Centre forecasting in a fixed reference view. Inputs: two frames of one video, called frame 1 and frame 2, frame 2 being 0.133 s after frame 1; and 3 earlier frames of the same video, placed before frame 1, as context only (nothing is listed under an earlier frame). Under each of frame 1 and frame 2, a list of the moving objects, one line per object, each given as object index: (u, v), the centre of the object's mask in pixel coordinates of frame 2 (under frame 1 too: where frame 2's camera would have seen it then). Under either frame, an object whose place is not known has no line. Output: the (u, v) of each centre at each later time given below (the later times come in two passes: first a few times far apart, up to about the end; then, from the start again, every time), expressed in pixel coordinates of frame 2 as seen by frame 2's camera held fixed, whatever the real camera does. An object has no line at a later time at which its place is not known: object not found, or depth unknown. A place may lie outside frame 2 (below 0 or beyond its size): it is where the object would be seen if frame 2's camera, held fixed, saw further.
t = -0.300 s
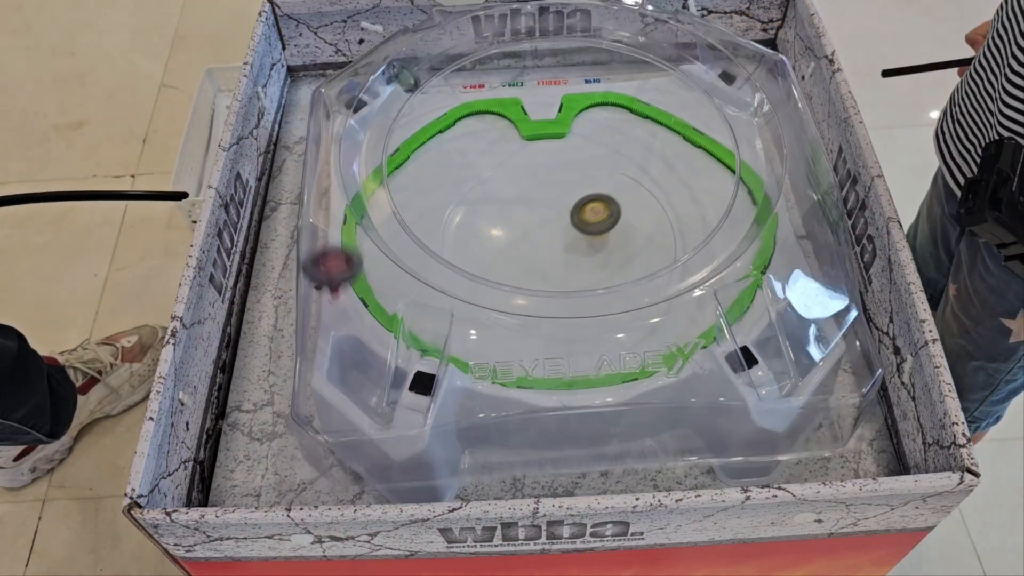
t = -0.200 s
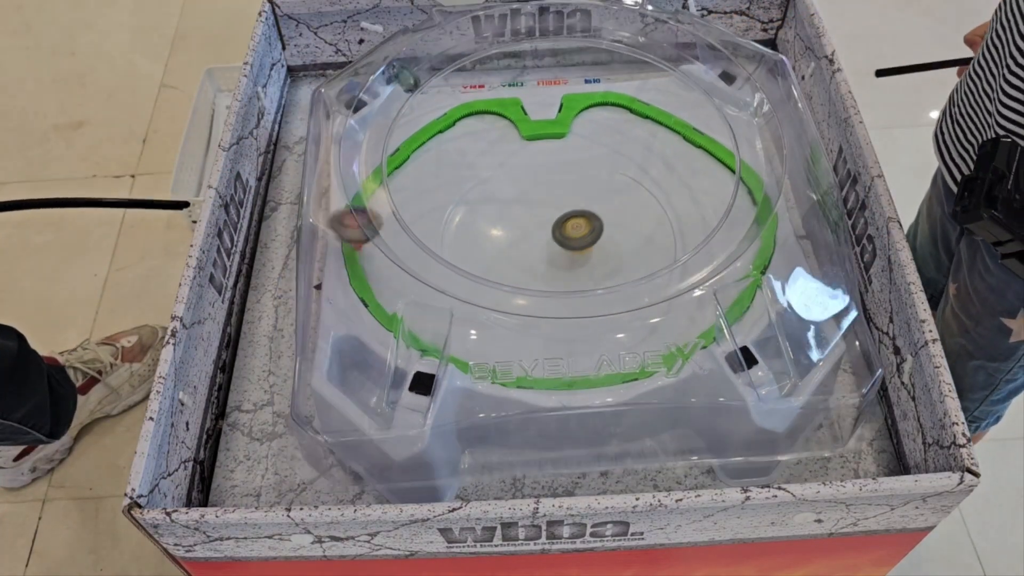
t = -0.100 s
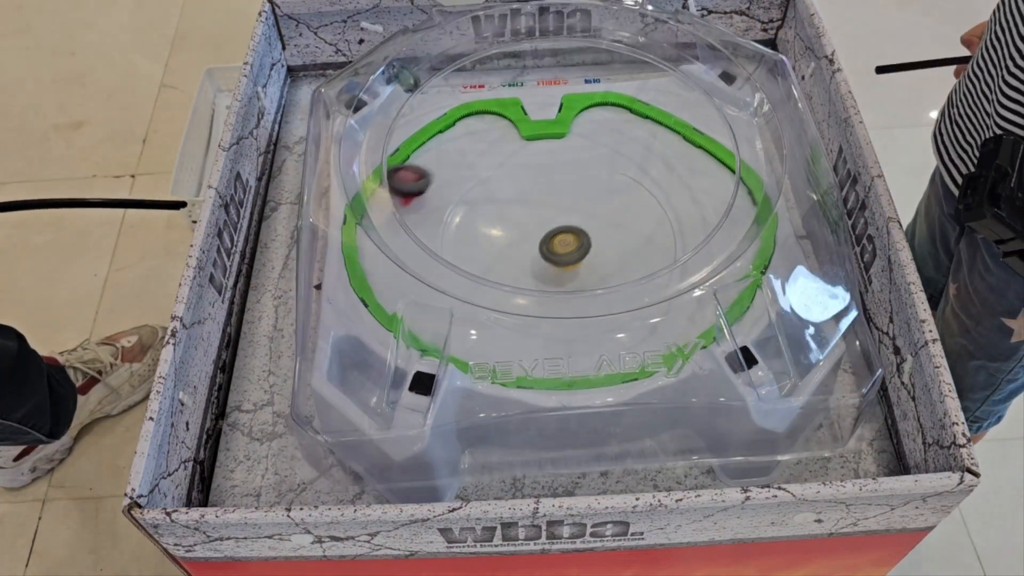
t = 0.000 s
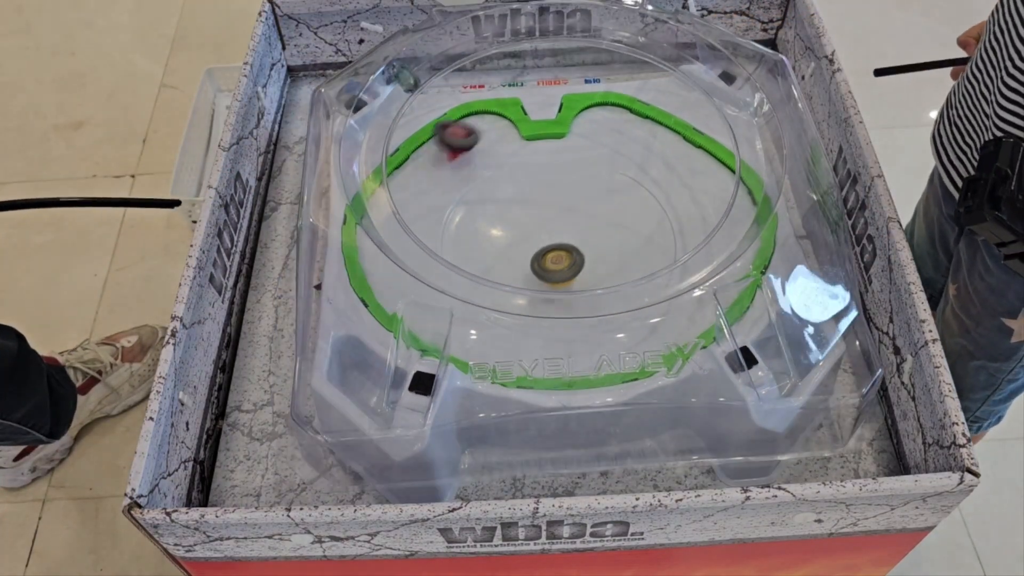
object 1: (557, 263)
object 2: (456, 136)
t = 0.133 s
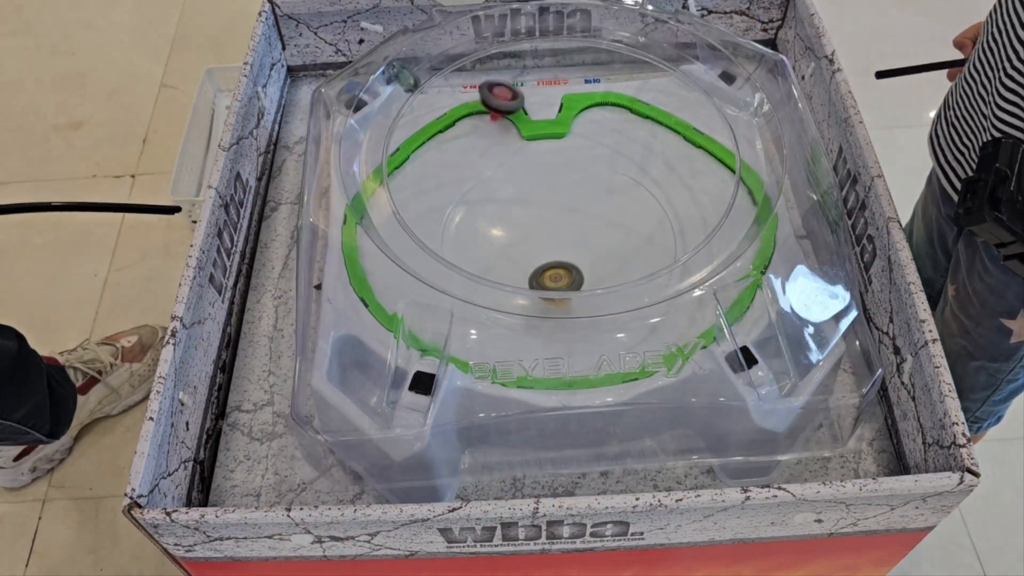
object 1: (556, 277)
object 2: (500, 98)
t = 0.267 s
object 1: (558, 290)
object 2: (481, 131)
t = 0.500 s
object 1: (562, 285)
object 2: (450, 171)
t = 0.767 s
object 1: (546, 256)
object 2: (442, 144)
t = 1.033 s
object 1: (515, 224)
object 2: (492, 113)
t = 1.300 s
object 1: (496, 207)
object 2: (496, 115)
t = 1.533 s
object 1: (508, 206)
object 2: (503, 111)
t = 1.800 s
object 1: (545, 203)
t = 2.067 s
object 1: (699, 316)
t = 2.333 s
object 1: (444, 108)
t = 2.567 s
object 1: (376, 239)
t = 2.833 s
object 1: (539, 296)
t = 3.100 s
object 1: (630, 239)
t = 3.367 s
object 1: (604, 95)
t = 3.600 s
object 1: (636, 152)
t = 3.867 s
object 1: (596, 268)
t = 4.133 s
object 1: (545, 304)
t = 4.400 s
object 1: (588, 242)
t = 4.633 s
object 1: (607, 240)
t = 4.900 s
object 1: (585, 270)
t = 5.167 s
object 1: (537, 263)
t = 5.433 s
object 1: (527, 222)
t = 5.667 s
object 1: (519, 195)
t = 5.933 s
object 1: (557, 217)
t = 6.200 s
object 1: (483, 186)
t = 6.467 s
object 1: (475, 190)
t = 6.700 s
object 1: (500, 207)
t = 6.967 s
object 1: (538, 238)
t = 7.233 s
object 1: (545, 272)
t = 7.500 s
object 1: (529, 274)
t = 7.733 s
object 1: (536, 258)
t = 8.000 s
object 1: (575, 246)
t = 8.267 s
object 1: (592, 265)
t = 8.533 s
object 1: (575, 273)
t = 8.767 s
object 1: (559, 268)
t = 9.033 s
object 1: (479, 303)
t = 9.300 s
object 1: (524, 249)
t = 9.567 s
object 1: (573, 223)
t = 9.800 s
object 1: (589, 237)
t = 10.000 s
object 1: (573, 257)
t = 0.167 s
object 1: (556, 279)
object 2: (497, 102)
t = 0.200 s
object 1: (557, 286)
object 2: (493, 113)
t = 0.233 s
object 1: (557, 289)
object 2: (487, 121)
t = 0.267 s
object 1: (558, 290)
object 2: (481, 131)
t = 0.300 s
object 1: (559, 292)
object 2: (476, 138)
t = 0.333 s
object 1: (560, 292)
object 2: (470, 146)
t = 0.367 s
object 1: (561, 292)
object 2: (465, 153)
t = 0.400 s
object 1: (561, 292)
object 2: (461, 159)
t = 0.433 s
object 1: (562, 290)
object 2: (457, 164)
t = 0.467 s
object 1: (562, 287)
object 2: (453, 168)
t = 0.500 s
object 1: (562, 285)
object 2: (450, 171)
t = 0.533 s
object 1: (562, 279)
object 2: (447, 172)
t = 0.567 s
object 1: (561, 277)
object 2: (445, 172)
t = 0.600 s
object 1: (560, 275)
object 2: (443, 171)
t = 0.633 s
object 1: (558, 273)
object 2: (442, 168)
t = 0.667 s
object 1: (555, 269)
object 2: (442, 164)
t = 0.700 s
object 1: (553, 265)
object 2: (442, 159)
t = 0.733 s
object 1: (549, 261)
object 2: (442, 152)
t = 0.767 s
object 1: (546, 256)
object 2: (442, 144)
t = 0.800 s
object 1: (543, 252)
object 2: (443, 135)
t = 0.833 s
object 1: (539, 248)
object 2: (444, 124)
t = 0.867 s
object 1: (535, 243)
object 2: (449, 117)
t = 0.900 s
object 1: (531, 239)
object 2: (458, 119)
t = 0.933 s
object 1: (527, 235)
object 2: (466, 118)
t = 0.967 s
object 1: (523, 231)
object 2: (475, 117)
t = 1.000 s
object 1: (519, 227)
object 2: (484, 115)
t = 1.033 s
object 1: (515, 224)
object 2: (492, 113)
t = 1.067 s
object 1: (512, 221)
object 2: (499, 110)
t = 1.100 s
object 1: (509, 218)
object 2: (504, 107)
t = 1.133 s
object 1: (506, 216)
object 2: (506, 107)
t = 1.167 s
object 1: (503, 214)
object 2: (503, 109)
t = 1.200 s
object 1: (501, 212)
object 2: (501, 111)
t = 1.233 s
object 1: (499, 210)
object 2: (498, 113)
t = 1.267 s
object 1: (497, 208)
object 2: (497, 114)
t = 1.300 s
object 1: (496, 207)
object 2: (496, 115)
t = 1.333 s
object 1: (495, 206)
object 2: (496, 115)
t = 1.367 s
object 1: (495, 206)
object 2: (497, 115)
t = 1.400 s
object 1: (496, 206)
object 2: (499, 113)
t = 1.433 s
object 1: (498, 206)
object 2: (502, 112)
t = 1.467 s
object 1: (501, 206)
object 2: (505, 110)
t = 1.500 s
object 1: (504, 206)
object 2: (506, 109)
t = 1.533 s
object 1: (508, 206)
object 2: (503, 111)
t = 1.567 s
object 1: (512, 206)
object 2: (501, 113)
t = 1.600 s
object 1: (516, 206)
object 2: (500, 115)
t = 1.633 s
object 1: (520, 206)
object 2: (501, 116)
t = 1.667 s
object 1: (525, 206)
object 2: (504, 118)
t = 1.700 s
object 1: (530, 205)
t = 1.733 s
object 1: (535, 205)
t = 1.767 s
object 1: (540, 204)
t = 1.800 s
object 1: (545, 203)
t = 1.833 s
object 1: (550, 203)
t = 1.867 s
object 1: (555, 202)
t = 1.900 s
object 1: (560, 201)
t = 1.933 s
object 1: (565, 200)
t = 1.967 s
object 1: (570, 200)
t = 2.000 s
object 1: (587, 217)
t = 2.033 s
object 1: (652, 278)
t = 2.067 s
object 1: (699, 316)
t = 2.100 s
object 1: (699, 228)
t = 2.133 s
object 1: (696, 165)
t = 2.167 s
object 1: (690, 106)
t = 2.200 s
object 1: (642, 78)
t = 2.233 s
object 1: (581, 72)
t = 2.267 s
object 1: (520, 82)
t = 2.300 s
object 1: (462, 102)
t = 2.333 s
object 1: (444, 108)
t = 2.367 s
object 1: (432, 118)
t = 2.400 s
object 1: (421, 137)
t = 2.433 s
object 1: (410, 169)
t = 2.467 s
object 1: (399, 197)
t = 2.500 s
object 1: (391, 207)
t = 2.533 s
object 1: (381, 228)
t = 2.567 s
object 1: (376, 239)
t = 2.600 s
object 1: (372, 250)
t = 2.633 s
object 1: (377, 260)
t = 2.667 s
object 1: (404, 271)
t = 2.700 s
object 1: (429, 284)
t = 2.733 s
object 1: (457, 288)
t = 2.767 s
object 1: (485, 292)
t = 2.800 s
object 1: (511, 300)
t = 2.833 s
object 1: (539, 296)
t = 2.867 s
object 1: (564, 297)
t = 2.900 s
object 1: (584, 294)
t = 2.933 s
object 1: (602, 289)
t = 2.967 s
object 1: (614, 278)
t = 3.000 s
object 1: (622, 267)
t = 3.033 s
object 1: (628, 260)
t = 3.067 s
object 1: (630, 250)
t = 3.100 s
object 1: (630, 239)
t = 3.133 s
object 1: (630, 229)
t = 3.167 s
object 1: (629, 219)
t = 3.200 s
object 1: (627, 209)
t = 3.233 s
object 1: (626, 199)
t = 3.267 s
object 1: (622, 176)
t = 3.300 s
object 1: (616, 143)
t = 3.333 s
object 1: (608, 114)
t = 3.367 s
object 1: (604, 95)
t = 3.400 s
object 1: (610, 96)
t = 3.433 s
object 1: (615, 106)
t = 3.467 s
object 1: (621, 119)
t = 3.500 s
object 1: (627, 123)
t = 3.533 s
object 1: (631, 136)
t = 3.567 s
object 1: (634, 146)
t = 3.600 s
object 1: (636, 152)
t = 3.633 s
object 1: (637, 166)
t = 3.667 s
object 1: (636, 182)
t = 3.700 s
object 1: (632, 197)
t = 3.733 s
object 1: (627, 215)
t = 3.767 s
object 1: (621, 230)
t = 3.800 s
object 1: (614, 244)
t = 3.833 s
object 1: (605, 260)
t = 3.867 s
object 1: (596, 268)
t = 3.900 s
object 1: (587, 284)
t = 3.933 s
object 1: (578, 291)
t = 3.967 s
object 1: (568, 300)
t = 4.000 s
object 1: (560, 306)
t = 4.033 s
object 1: (553, 308)
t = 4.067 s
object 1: (548, 308)
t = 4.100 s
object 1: (545, 307)
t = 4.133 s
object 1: (545, 304)
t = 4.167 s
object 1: (546, 299)
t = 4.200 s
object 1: (550, 291)
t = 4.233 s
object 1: (555, 282)
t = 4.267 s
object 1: (562, 270)
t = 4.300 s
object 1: (569, 264)
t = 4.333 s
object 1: (576, 255)
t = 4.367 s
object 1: (582, 248)
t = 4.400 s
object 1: (588, 242)
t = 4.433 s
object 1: (593, 237)
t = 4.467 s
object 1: (597, 234)
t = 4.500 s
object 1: (600, 232)
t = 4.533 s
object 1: (603, 232)
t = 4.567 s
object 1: (604, 233)
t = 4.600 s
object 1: (606, 236)
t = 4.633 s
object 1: (607, 240)
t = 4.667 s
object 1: (608, 245)
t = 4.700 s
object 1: (607, 250)
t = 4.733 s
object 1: (606, 255)
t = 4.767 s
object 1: (603, 259)
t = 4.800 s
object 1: (600, 263)
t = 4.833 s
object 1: (596, 265)
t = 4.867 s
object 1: (591, 268)
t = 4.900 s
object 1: (585, 270)
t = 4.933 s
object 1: (579, 271)
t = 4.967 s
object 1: (573, 272)
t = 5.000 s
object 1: (566, 272)
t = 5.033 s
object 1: (560, 271)
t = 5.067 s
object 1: (554, 270)
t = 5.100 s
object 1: (548, 268)
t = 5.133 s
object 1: (542, 266)
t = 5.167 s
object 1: (537, 263)
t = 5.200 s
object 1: (533, 259)
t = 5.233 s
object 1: (529, 254)
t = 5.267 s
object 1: (527, 249)
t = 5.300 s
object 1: (525, 244)
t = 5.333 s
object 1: (524, 238)
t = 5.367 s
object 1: (524, 233)
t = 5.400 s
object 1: (525, 227)
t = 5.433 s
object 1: (527, 222)
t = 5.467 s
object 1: (529, 218)
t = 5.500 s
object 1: (521, 210)
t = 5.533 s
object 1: (514, 205)
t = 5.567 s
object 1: (511, 201)
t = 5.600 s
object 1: (511, 197)
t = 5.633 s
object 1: (514, 195)
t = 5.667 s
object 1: (519, 195)
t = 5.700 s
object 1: (524, 196)
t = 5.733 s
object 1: (528, 198)
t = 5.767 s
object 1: (534, 199)
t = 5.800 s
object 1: (539, 202)
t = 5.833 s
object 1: (544, 205)
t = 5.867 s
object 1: (548, 209)
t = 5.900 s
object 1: (553, 213)
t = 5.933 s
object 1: (557, 217)
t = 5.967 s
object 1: (561, 222)
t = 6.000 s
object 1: (563, 227)
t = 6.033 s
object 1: (551, 220)
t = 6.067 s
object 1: (534, 214)
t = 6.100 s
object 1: (518, 202)
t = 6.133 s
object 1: (504, 196)
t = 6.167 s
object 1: (491, 194)
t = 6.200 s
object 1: (483, 186)
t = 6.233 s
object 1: (477, 187)
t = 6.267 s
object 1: (473, 185)
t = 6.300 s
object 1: (470, 184)
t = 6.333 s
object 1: (468, 184)
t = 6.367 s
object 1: (467, 185)
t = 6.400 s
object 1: (468, 187)
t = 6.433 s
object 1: (471, 188)
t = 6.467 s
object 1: (475, 190)
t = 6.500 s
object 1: (477, 194)
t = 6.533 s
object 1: (480, 198)
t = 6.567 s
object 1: (483, 201)
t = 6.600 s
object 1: (487, 203)
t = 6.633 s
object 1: (491, 204)
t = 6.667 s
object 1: (495, 206)
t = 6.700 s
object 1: (500, 207)
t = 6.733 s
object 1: (505, 210)
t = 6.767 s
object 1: (511, 213)
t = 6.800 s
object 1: (516, 216)
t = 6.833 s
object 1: (521, 219)
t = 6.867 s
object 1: (527, 223)
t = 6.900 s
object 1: (532, 228)
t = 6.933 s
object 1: (535, 233)
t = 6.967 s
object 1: (538, 238)
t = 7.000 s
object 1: (541, 243)
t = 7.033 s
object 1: (544, 248)
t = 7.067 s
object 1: (546, 253)
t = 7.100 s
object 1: (546, 258)
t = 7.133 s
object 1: (547, 262)
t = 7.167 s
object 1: (547, 266)
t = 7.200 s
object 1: (546, 270)
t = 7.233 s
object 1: (545, 272)
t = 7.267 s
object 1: (543, 274)
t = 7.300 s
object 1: (541, 275)
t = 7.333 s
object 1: (539, 276)
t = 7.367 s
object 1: (536, 276)
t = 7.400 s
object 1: (534, 276)
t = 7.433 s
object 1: (532, 276)
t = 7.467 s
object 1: (530, 275)
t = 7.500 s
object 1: (529, 274)
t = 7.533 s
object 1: (528, 273)
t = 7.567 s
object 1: (528, 271)
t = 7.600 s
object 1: (528, 269)
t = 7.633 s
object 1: (528, 267)
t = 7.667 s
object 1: (530, 264)
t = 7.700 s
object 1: (533, 261)
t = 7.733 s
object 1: (536, 258)
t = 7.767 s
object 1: (539, 255)
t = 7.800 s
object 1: (544, 252)
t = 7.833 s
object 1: (549, 249)
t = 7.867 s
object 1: (554, 247)
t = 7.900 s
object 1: (560, 244)
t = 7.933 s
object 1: (566, 242)
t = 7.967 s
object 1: (572, 241)
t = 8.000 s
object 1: (575, 246)
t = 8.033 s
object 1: (576, 251)
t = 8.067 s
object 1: (579, 254)
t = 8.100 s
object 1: (581, 256)
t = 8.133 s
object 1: (584, 257)
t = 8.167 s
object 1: (587, 259)
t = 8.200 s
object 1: (590, 260)
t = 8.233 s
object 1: (592, 263)
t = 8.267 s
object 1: (592, 265)
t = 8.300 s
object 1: (592, 266)
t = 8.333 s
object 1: (592, 268)
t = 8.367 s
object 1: (590, 268)
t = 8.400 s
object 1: (589, 269)
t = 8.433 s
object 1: (587, 269)
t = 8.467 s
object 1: (584, 269)
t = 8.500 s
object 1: (582, 269)
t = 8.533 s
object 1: (575, 273)
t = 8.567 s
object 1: (567, 276)
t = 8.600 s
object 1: (560, 277)
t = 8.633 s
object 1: (557, 276)
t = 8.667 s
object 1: (555, 274)
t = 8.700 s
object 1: (557, 272)
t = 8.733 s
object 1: (558, 270)
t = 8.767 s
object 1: (559, 268)
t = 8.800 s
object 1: (560, 265)
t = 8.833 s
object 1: (557, 266)
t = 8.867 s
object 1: (538, 273)
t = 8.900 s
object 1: (522, 286)
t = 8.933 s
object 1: (507, 295)
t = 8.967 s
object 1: (495, 299)
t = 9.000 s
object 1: (486, 301)
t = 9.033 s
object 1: (479, 303)
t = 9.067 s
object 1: (481, 303)
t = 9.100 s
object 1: (487, 288)
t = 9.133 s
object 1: (491, 286)
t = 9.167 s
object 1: (499, 270)
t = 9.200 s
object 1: (503, 267)
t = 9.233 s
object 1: (509, 261)
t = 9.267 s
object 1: (516, 256)
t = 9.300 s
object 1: (524, 249)
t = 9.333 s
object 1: (532, 242)
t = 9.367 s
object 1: (540, 236)
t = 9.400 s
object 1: (549, 231)
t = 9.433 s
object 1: (555, 228)
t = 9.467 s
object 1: (560, 226)
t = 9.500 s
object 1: (565, 225)
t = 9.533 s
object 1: (569, 224)
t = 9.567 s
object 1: (573, 223)
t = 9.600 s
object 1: (577, 224)
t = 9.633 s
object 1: (580, 224)
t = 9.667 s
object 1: (583, 226)
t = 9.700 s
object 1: (585, 228)
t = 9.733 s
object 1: (586, 230)
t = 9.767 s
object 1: (588, 234)
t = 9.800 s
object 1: (589, 237)
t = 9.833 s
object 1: (588, 241)
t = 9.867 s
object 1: (586, 245)
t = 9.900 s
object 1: (581, 248)
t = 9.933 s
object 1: (577, 251)
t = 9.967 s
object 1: (572, 252)
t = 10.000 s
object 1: (573, 257)
